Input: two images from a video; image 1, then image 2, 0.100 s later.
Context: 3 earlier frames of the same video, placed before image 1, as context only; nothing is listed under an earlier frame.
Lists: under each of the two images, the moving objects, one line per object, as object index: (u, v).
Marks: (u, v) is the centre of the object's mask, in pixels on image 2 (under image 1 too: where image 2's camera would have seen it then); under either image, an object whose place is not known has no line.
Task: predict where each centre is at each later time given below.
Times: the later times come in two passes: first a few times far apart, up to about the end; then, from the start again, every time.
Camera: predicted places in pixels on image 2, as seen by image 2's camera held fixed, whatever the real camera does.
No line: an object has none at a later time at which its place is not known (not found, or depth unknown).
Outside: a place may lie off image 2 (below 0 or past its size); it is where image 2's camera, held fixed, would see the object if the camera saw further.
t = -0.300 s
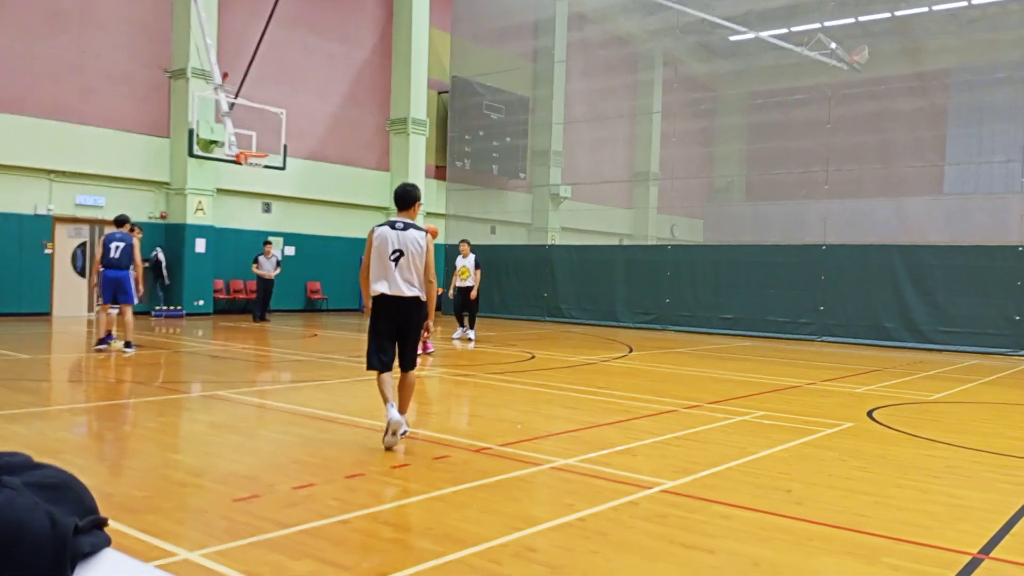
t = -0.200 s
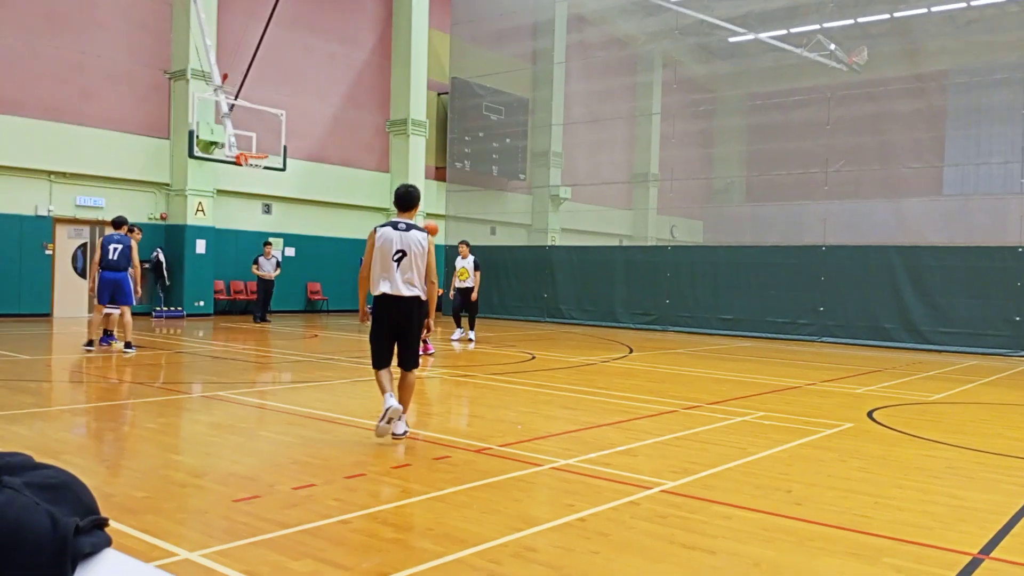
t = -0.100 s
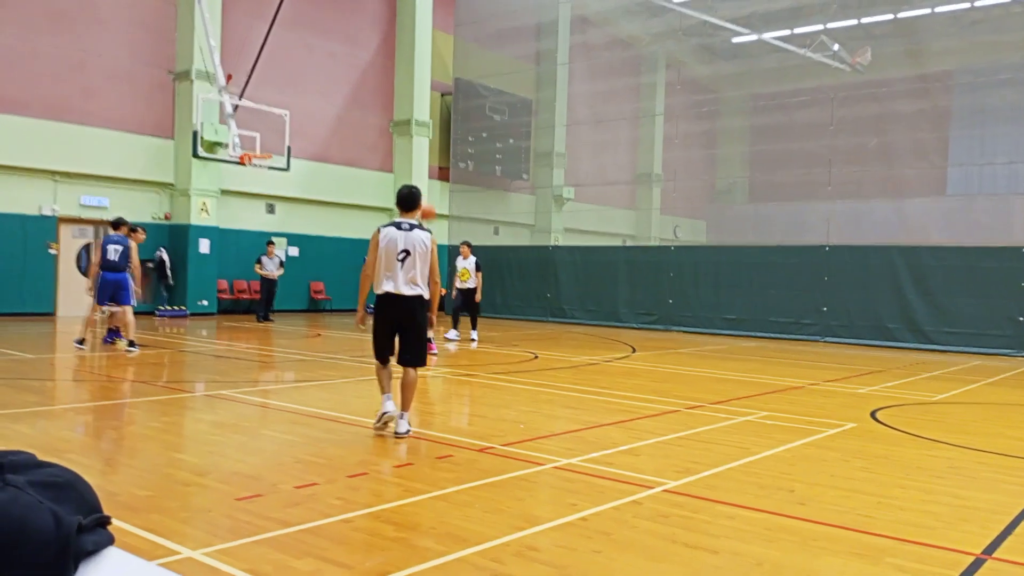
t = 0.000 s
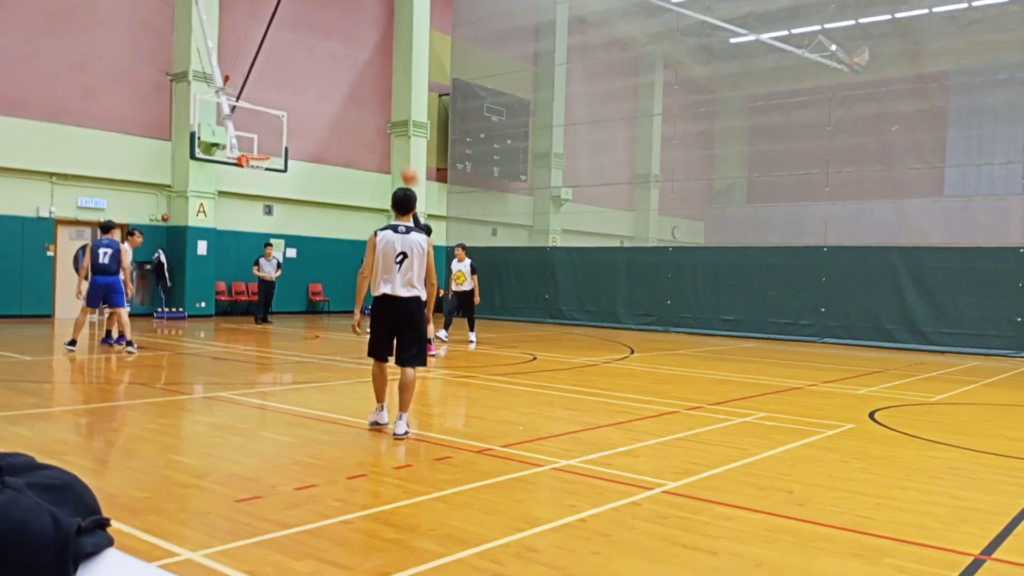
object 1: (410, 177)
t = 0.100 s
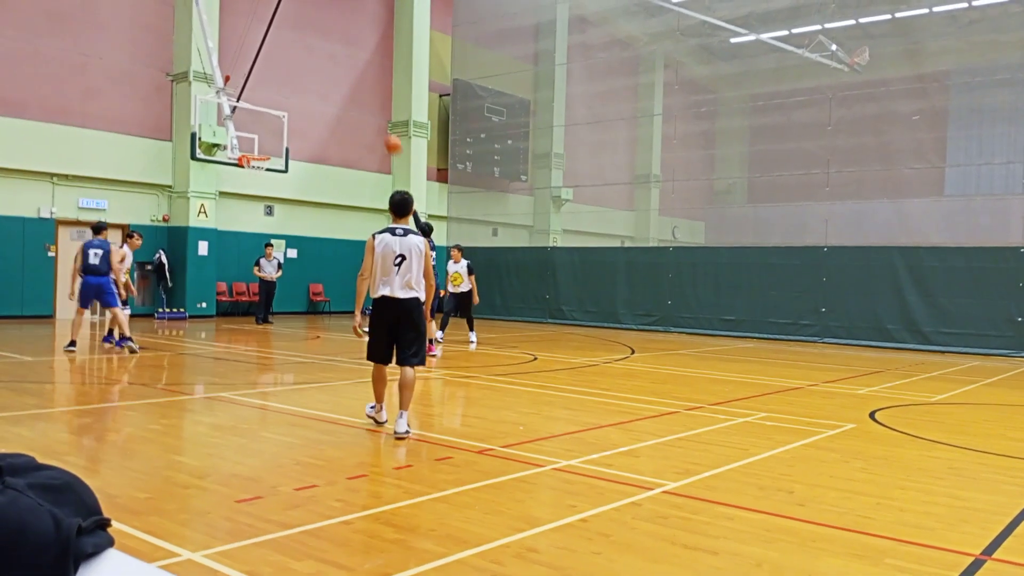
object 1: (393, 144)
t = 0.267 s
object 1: (366, 107)
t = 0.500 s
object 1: (332, 87)
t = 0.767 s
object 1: (295, 104)
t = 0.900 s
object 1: (277, 128)
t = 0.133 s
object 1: (387, 135)
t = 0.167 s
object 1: (382, 127)
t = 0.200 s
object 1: (377, 119)
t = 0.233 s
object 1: (371, 113)
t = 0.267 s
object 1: (366, 107)
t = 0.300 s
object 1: (361, 102)
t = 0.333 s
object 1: (356, 97)
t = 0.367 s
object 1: (351, 94)
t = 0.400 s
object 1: (346, 91)
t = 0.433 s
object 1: (341, 89)
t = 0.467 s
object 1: (336, 88)
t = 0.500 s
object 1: (332, 87)
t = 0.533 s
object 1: (327, 87)
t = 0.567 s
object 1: (322, 87)
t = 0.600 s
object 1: (317, 89)
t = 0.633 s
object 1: (313, 91)
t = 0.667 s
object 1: (308, 93)
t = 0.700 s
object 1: (304, 96)
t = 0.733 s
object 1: (300, 100)
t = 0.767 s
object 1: (295, 104)
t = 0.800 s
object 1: (291, 109)
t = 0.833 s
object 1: (286, 115)
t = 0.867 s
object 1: (281, 122)
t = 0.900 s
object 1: (277, 128)
